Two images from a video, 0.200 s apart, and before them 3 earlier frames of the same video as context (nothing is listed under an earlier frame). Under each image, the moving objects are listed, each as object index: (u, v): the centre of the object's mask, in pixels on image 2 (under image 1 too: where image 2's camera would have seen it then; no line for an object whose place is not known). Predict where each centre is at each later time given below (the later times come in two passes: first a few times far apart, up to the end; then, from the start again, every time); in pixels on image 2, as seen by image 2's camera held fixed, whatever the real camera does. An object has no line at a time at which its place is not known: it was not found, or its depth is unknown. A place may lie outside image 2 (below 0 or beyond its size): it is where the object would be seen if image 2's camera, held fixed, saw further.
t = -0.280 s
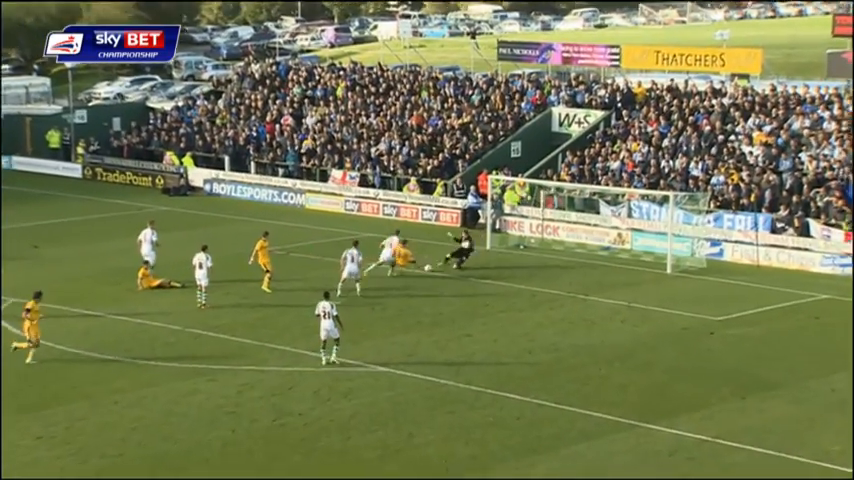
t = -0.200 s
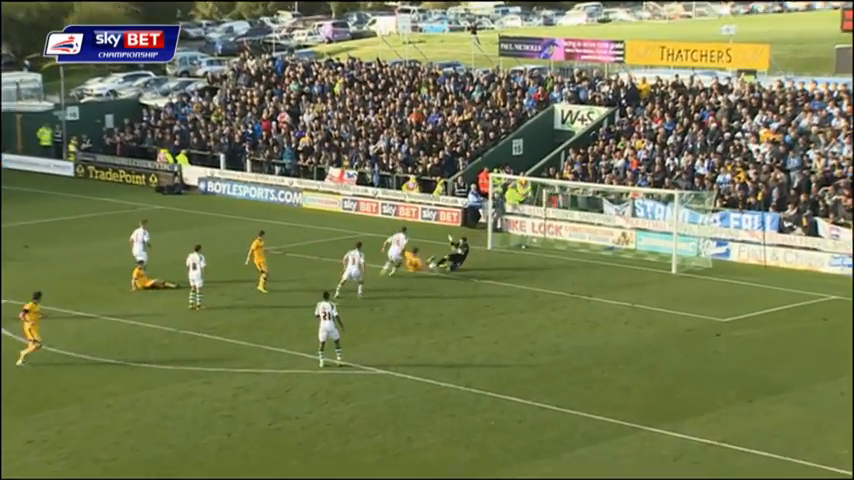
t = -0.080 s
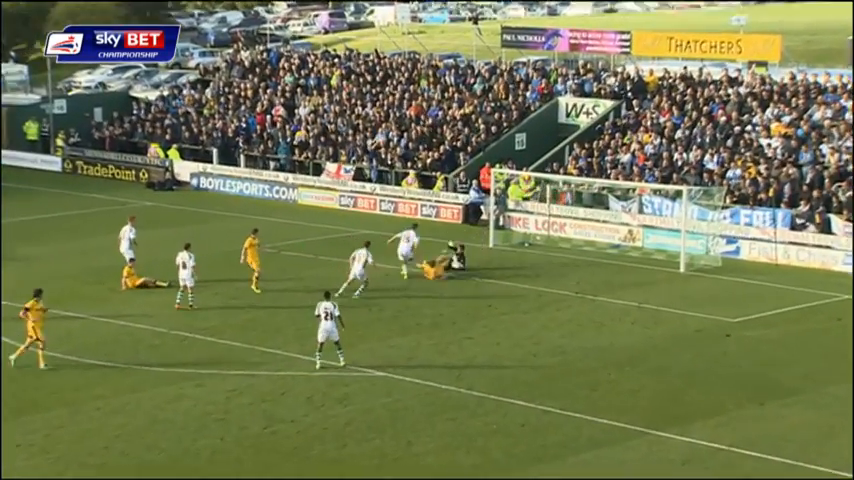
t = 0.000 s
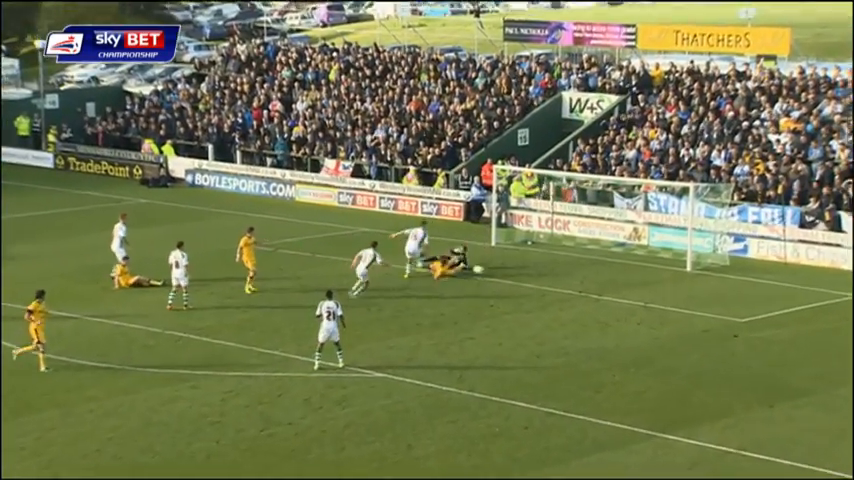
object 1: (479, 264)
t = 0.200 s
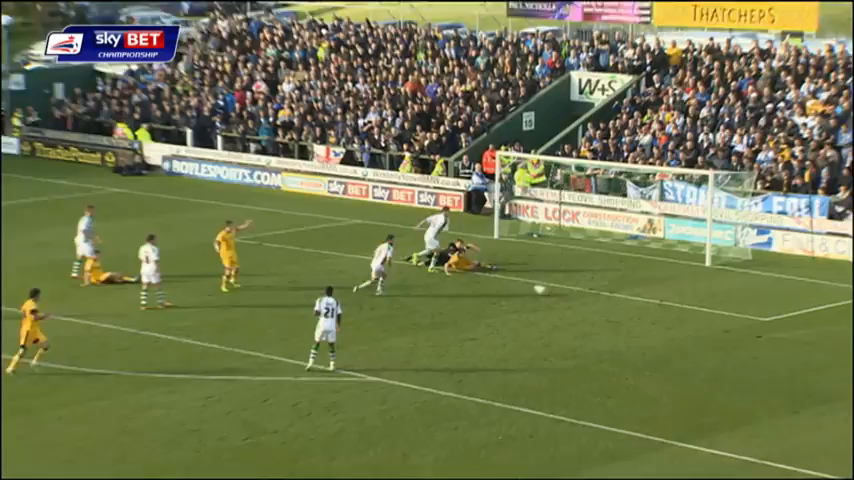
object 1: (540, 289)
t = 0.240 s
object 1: (552, 294)
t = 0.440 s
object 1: (612, 304)
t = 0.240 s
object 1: (552, 294)
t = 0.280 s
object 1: (563, 295)
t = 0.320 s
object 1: (575, 296)
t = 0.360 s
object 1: (587, 298)
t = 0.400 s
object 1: (599, 300)
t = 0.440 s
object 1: (612, 304)
